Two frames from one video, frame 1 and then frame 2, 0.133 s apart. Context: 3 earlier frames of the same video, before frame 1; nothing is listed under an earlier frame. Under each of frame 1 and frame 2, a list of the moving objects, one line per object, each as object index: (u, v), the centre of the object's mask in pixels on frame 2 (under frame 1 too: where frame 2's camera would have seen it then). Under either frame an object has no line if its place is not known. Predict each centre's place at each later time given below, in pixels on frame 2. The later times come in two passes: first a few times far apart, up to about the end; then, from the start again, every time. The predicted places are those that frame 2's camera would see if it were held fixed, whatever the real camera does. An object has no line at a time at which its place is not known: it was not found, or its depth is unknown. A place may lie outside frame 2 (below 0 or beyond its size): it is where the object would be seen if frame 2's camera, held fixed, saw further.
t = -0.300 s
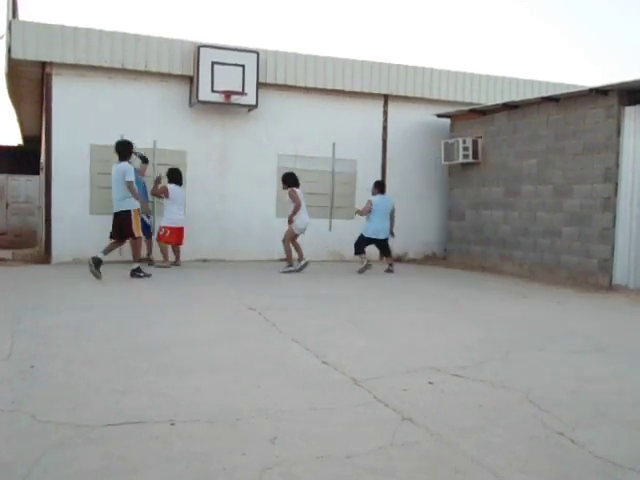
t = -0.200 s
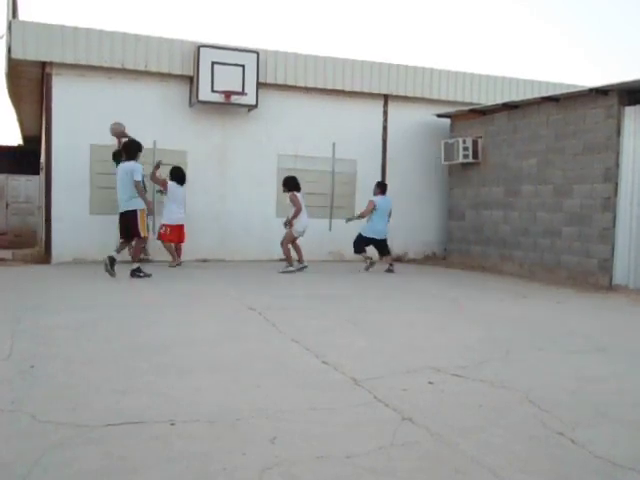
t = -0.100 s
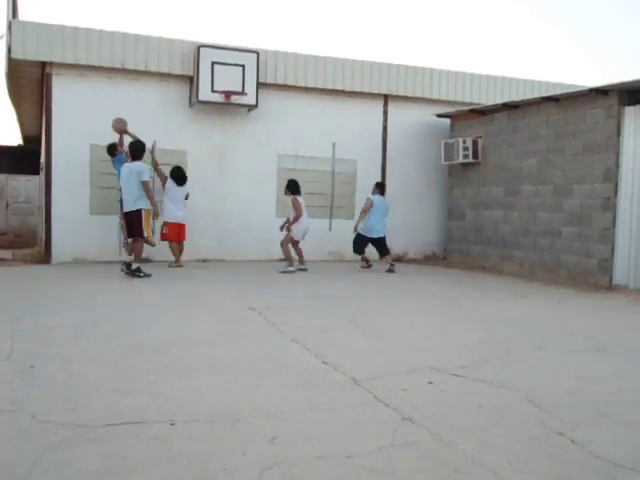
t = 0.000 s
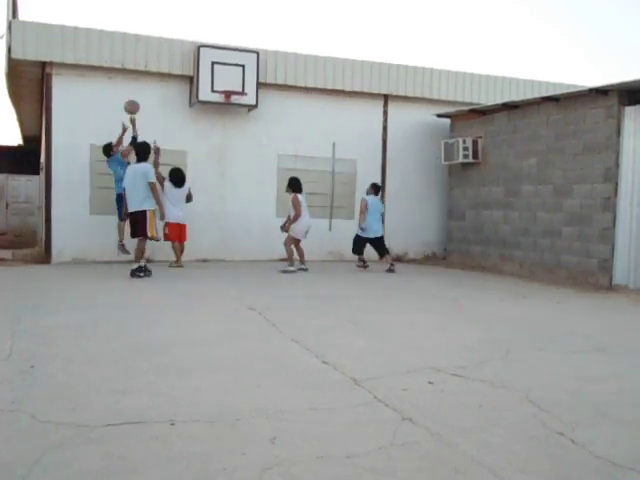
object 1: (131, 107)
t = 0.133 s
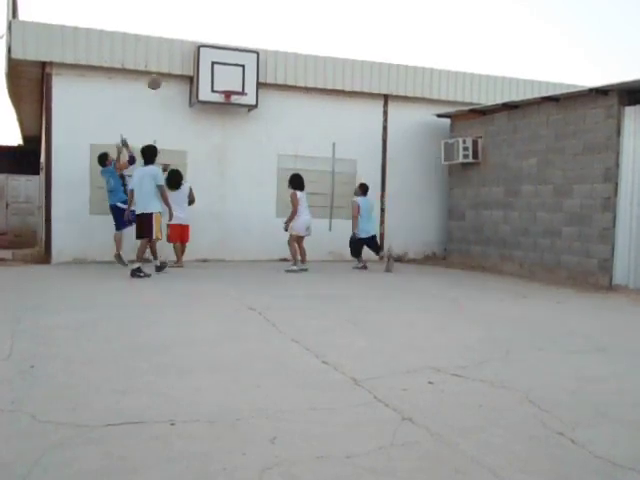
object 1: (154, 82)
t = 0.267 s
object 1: (175, 68)
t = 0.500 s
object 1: (210, 71)
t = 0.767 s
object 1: (247, 115)
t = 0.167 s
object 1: (160, 78)
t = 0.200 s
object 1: (165, 74)
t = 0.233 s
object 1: (170, 71)
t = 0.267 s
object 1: (175, 68)
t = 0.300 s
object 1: (180, 67)
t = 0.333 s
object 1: (185, 66)
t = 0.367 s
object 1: (189, 66)
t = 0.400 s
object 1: (196, 66)
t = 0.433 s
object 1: (201, 67)
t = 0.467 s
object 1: (204, 69)
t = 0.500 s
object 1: (210, 71)
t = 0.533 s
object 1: (215, 74)
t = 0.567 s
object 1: (220, 78)
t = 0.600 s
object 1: (224, 83)
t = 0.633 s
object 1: (229, 86)
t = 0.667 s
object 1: (235, 94)
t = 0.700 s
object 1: (238, 99)
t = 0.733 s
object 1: (243, 106)
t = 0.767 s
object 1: (247, 115)
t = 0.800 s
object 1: (252, 122)
